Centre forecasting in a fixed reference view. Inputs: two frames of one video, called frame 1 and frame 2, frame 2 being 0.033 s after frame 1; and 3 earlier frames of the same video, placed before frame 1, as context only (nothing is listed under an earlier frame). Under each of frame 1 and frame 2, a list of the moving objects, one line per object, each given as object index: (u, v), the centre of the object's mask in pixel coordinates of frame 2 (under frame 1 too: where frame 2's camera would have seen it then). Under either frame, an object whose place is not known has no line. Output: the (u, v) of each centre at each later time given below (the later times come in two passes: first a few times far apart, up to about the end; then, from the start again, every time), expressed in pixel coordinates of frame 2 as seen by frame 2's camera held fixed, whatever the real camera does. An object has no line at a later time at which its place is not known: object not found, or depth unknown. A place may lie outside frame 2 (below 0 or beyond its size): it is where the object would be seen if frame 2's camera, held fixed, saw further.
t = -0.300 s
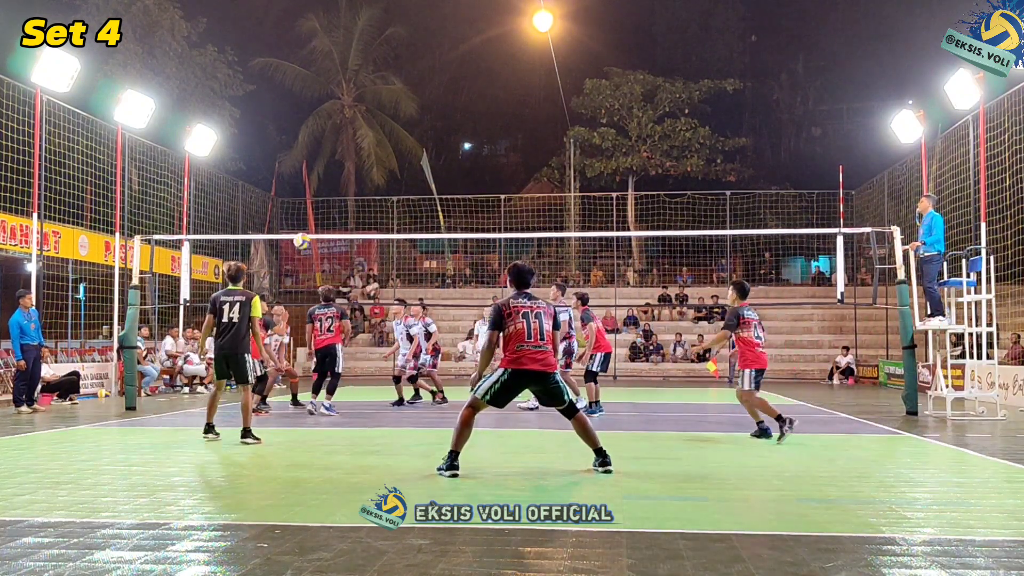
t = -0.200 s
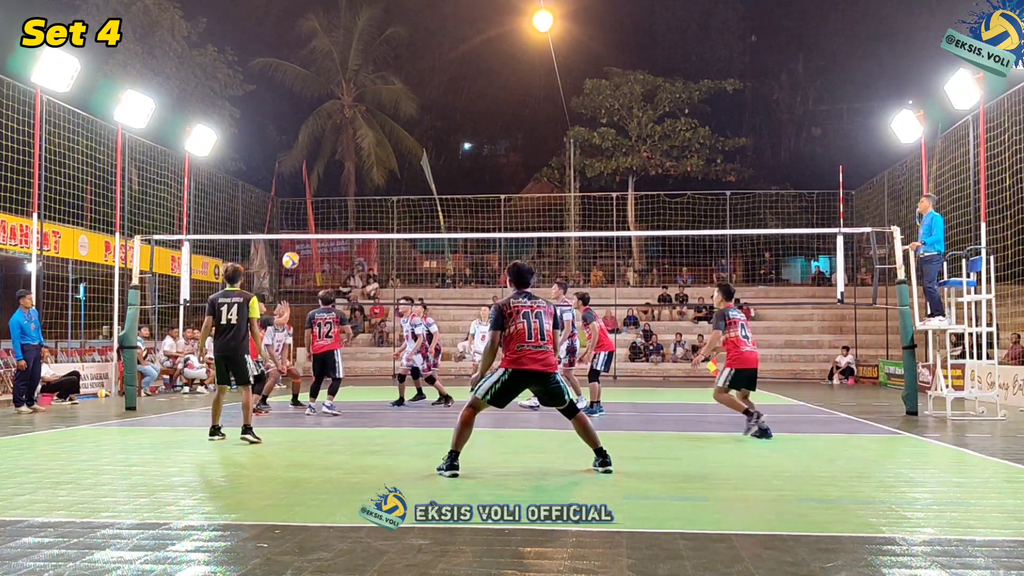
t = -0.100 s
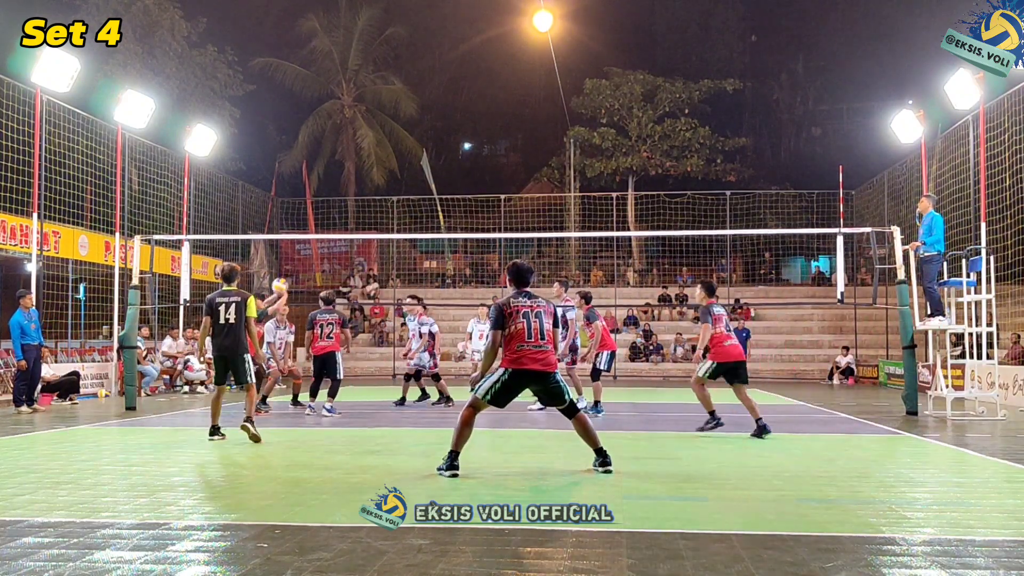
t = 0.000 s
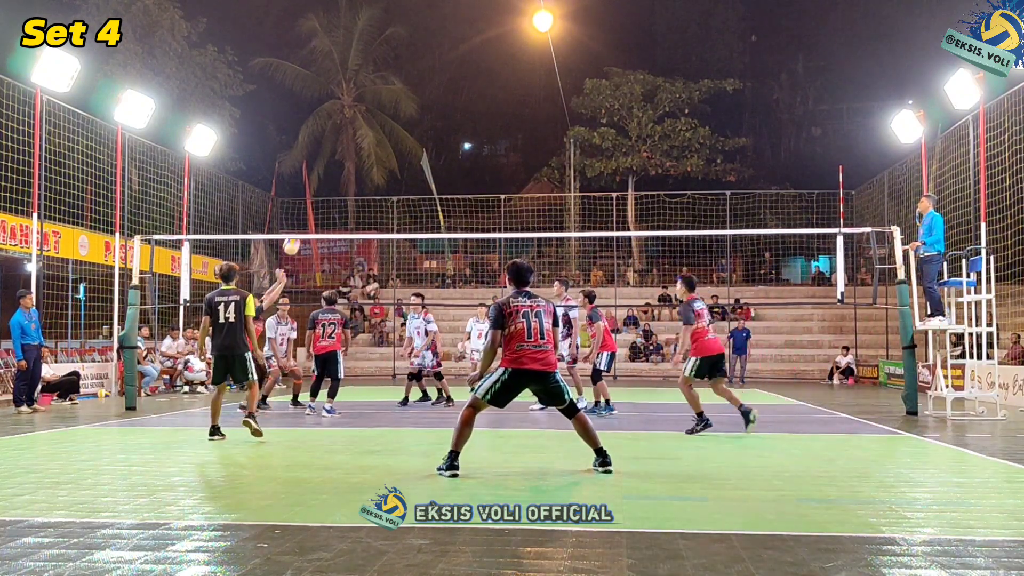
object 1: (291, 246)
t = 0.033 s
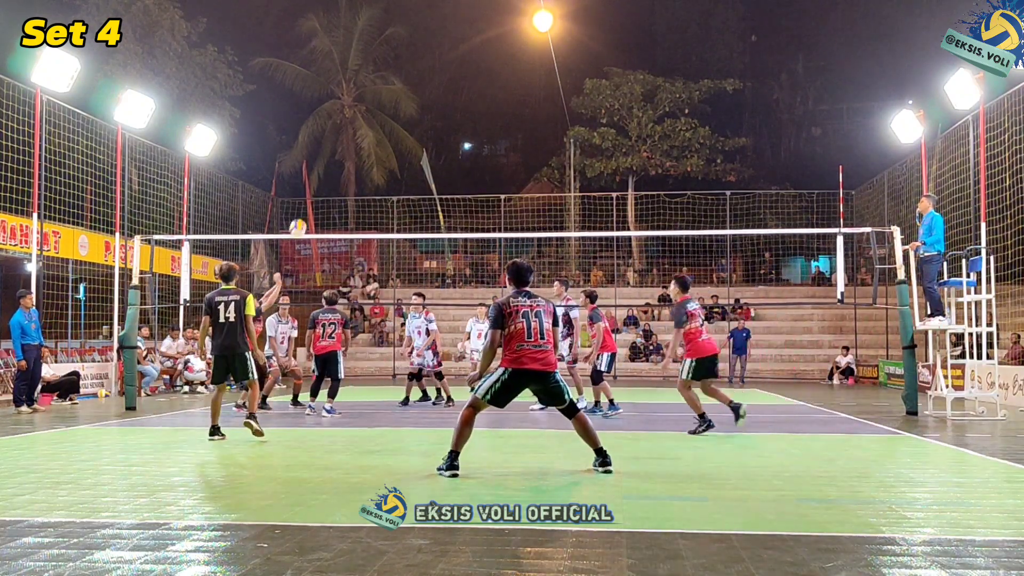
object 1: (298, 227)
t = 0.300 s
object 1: (346, 124)
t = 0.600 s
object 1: (397, 69)
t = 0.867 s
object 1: (442, 75)
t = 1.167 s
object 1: (491, 147)
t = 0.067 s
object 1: (304, 213)
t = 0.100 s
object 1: (310, 198)
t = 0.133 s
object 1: (316, 183)
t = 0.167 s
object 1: (322, 170)
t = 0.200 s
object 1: (328, 157)
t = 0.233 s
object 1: (334, 146)
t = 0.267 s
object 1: (340, 135)
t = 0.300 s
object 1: (346, 124)
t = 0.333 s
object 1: (352, 115)
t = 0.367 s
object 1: (358, 107)
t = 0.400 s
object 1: (363, 99)
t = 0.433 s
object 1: (369, 92)
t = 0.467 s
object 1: (375, 86)
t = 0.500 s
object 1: (380, 80)
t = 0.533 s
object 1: (386, 76)
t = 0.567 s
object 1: (392, 72)
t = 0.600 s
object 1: (397, 69)
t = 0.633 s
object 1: (403, 67)
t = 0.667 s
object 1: (409, 66)
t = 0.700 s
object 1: (414, 65)
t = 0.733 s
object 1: (420, 65)
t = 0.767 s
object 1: (425, 67)
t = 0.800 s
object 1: (431, 69)
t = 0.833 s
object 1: (436, 71)
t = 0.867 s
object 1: (442, 75)
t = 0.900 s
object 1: (447, 80)
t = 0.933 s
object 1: (453, 85)
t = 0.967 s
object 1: (458, 91)
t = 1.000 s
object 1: (464, 99)
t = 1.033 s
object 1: (470, 107)
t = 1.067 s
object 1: (475, 115)
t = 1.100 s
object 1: (480, 125)
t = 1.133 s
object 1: (486, 136)
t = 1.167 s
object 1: (491, 147)
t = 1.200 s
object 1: (497, 159)
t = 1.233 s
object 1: (502, 172)
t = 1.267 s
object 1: (507, 186)
